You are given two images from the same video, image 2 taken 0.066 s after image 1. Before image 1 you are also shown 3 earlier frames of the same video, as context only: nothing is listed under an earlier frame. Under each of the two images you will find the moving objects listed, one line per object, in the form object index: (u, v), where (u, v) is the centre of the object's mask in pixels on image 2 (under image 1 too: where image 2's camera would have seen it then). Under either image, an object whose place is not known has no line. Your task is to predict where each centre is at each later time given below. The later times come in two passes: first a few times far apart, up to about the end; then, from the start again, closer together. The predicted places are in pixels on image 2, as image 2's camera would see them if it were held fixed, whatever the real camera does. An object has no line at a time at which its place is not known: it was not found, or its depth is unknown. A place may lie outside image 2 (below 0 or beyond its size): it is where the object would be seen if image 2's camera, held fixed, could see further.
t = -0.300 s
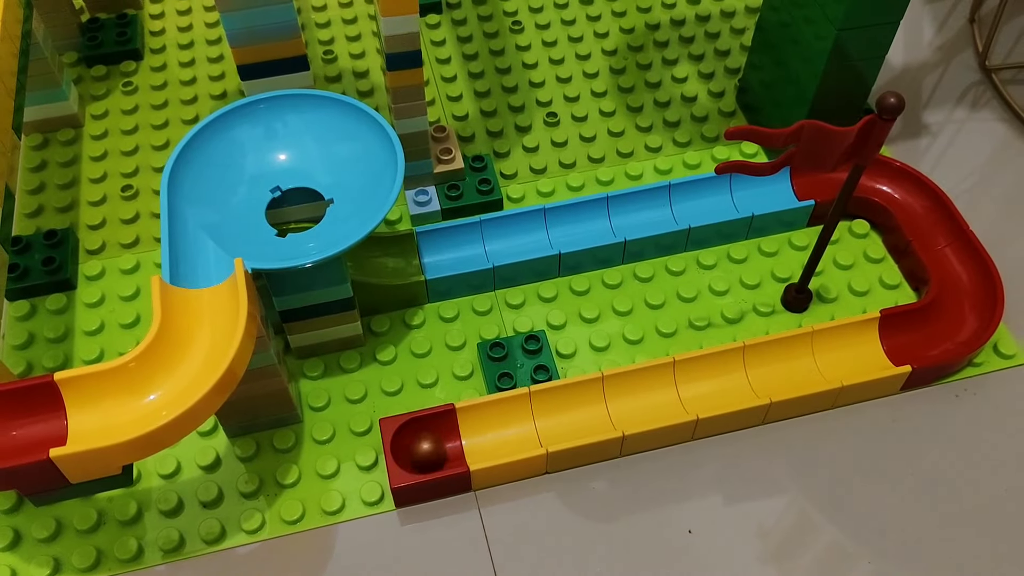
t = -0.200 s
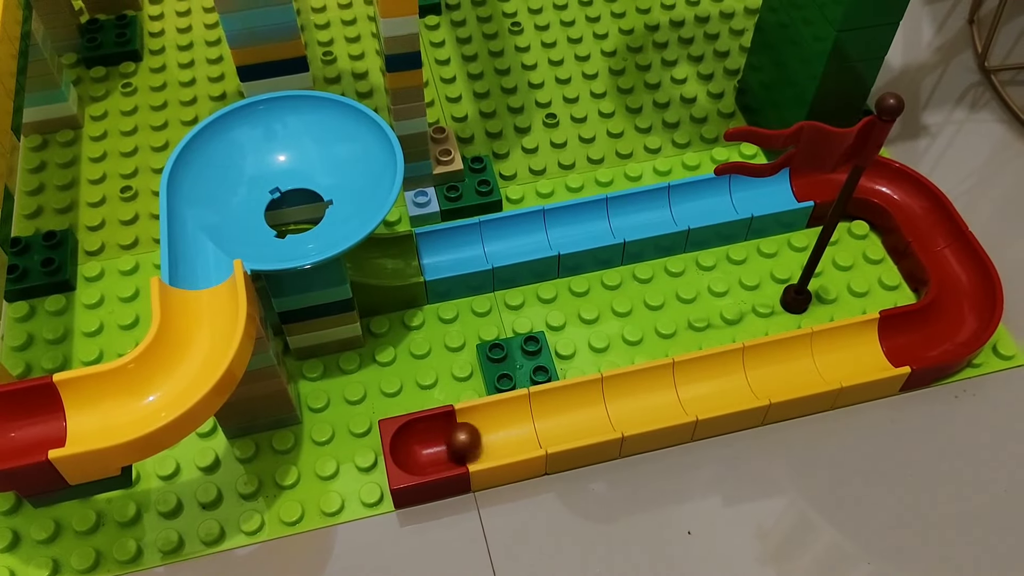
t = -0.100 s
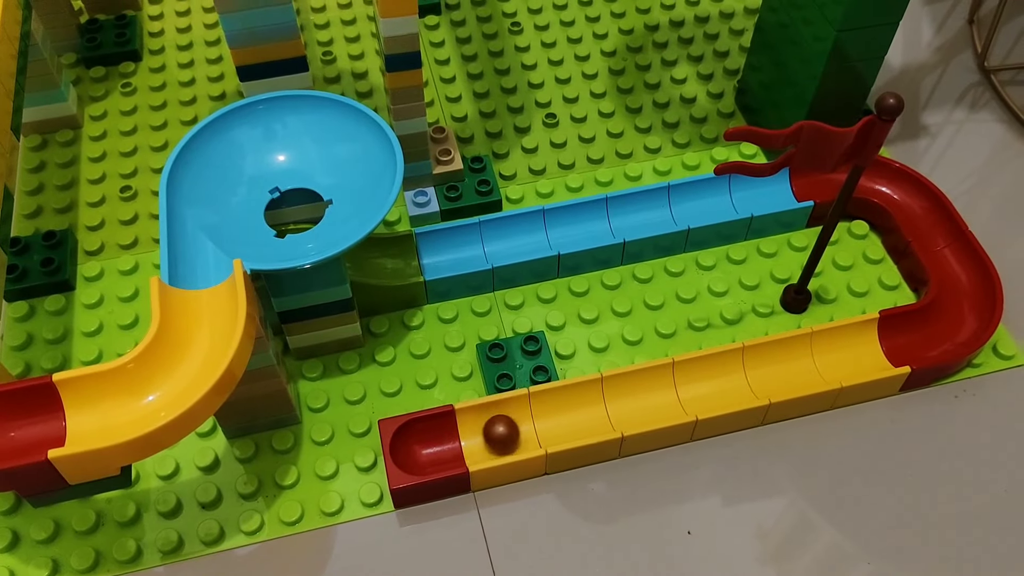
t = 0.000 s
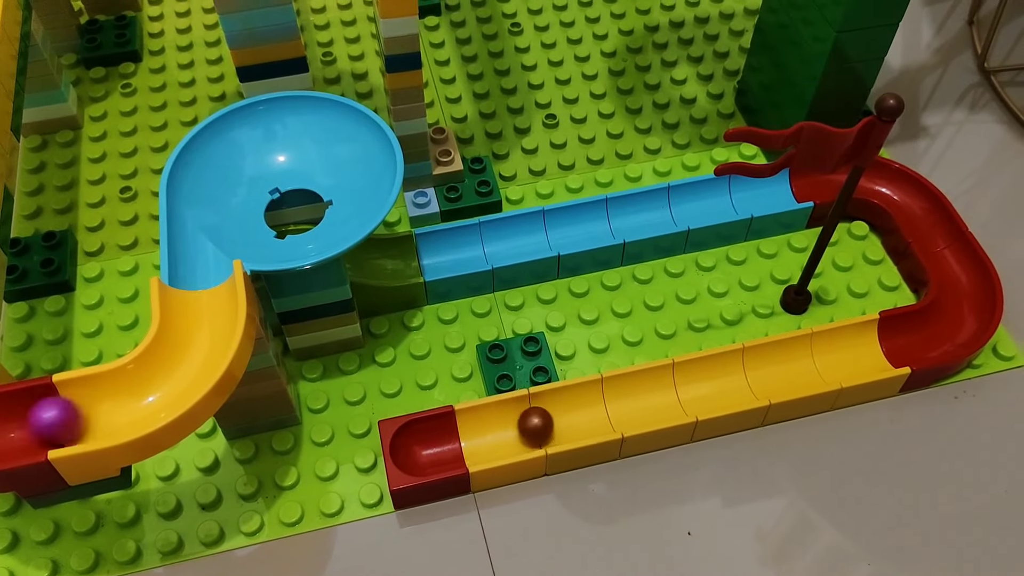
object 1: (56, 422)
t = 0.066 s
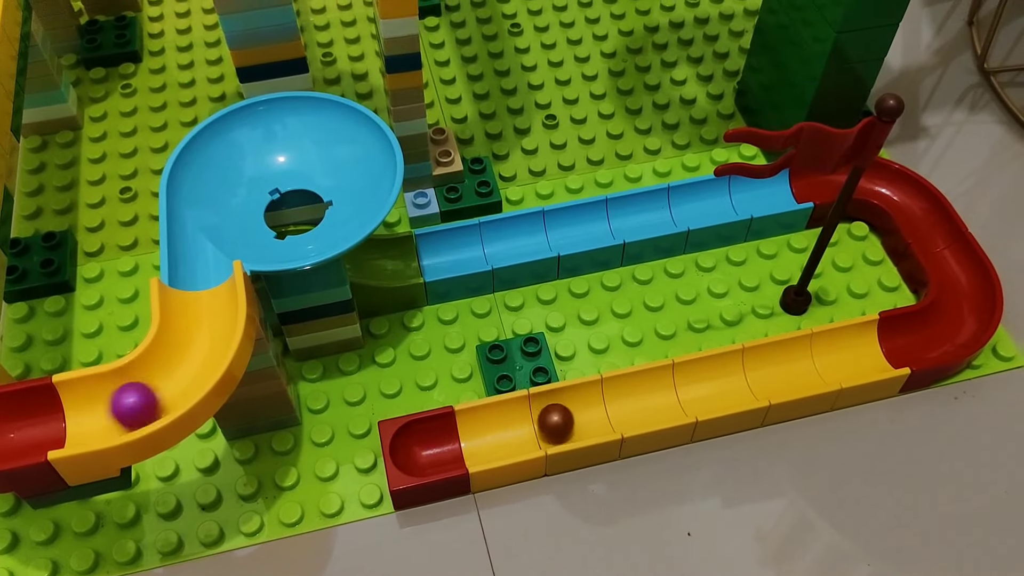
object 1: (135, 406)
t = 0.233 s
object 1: (205, 293)
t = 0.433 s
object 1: (239, 190)
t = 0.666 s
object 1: (354, 171)
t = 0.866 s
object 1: (220, 237)
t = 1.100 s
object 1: (300, 171)
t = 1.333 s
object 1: (321, 208)
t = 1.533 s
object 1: (207, 200)
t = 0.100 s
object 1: (166, 390)
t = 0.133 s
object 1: (188, 370)
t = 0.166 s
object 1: (199, 347)
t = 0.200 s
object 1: (202, 319)
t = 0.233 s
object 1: (205, 293)
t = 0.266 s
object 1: (202, 270)
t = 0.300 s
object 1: (205, 263)
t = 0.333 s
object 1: (205, 243)
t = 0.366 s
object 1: (208, 223)
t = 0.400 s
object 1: (219, 208)
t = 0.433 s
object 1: (239, 190)
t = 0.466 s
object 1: (264, 169)
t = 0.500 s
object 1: (291, 148)
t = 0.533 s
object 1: (316, 132)
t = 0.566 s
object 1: (335, 125)
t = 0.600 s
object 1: (349, 130)
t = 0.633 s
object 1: (356, 146)
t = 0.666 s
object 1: (354, 171)
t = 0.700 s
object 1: (342, 197)
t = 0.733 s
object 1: (320, 221)
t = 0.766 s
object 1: (292, 237)
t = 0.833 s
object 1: (237, 241)
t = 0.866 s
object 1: (220, 237)
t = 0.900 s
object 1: (204, 230)
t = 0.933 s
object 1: (194, 218)
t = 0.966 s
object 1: (197, 208)
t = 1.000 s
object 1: (211, 202)
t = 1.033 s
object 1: (237, 194)
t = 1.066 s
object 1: (267, 183)
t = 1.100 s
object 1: (300, 171)
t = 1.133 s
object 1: (327, 160)
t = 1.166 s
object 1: (347, 151)
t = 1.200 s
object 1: (360, 149)
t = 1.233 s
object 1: (364, 155)
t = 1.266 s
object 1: (360, 170)
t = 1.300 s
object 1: (345, 190)
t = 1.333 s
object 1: (321, 208)
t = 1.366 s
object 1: (289, 220)
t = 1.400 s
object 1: (259, 225)
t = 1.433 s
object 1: (231, 222)
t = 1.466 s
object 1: (211, 214)
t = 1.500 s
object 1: (203, 206)
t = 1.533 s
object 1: (207, 200)
